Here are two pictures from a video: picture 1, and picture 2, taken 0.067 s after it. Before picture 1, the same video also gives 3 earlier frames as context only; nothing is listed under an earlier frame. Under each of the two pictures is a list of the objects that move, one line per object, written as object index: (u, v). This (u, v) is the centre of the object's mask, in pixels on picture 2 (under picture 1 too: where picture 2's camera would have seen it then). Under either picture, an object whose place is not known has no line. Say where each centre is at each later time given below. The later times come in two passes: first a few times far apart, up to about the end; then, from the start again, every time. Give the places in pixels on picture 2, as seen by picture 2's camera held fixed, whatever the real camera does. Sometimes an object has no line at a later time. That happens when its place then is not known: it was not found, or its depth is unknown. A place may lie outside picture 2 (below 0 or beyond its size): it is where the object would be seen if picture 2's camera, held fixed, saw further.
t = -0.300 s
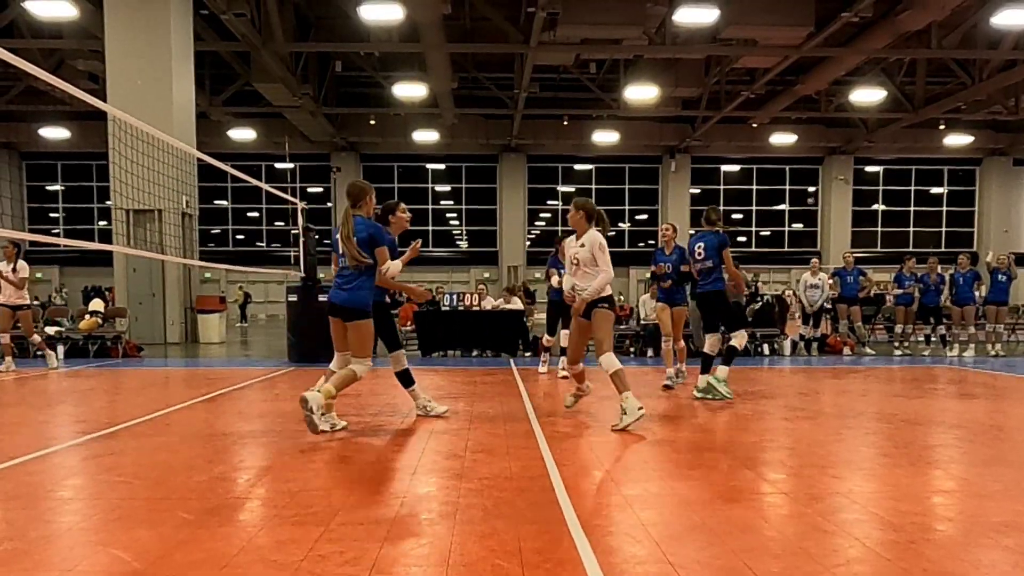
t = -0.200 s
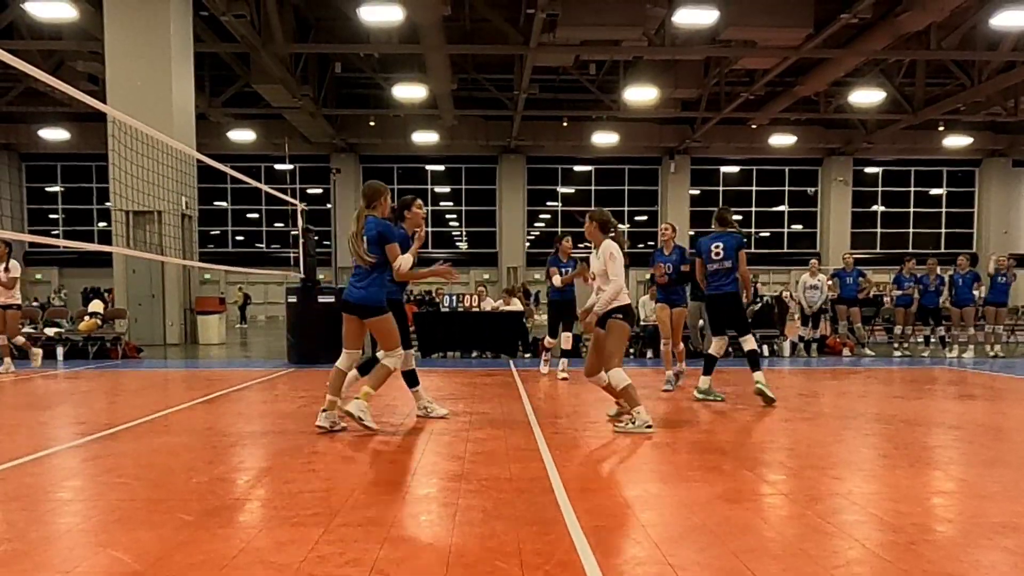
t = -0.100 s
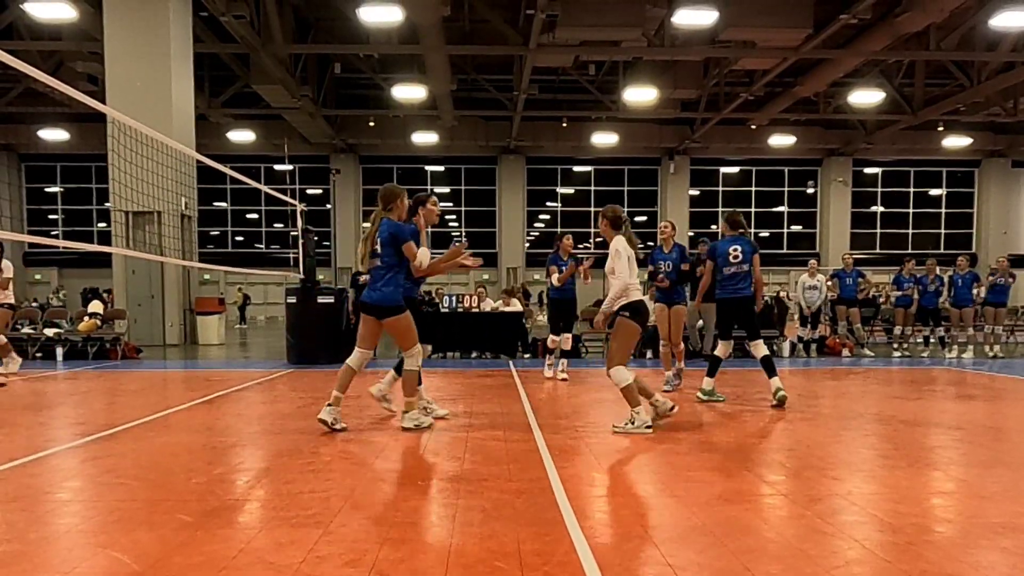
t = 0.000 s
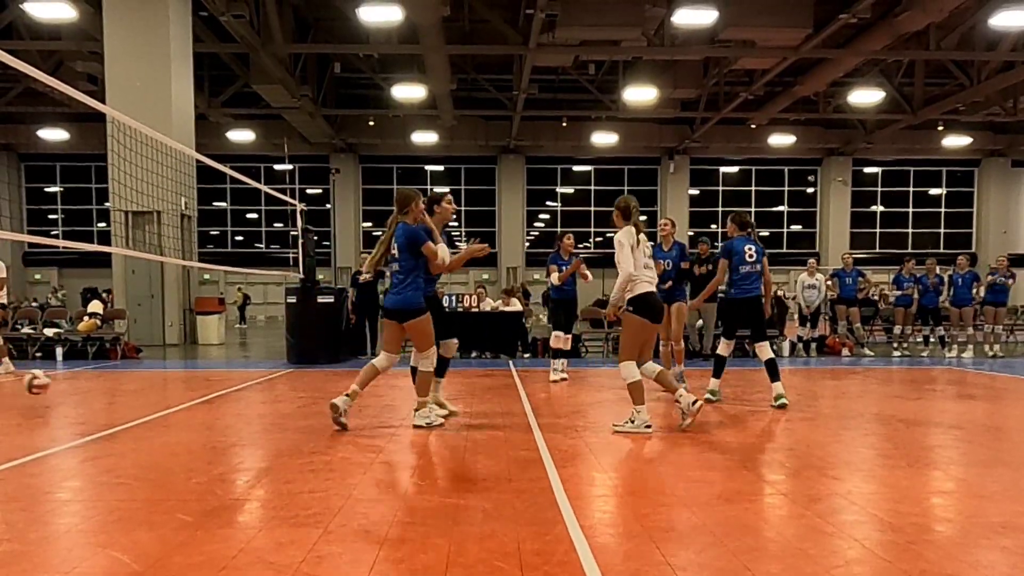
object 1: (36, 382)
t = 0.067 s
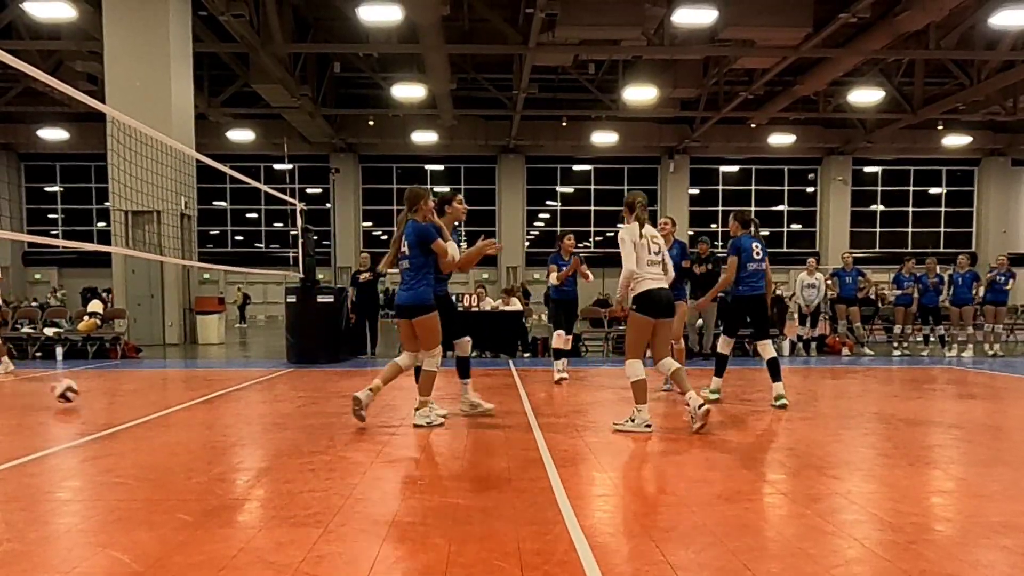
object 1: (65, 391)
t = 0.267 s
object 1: (146, 381)
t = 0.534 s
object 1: (246, 381)
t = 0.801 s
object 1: (338, 383)
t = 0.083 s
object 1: (72, 395)
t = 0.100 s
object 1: (79, 394)
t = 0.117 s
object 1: (86, 391)
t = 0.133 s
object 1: (92, 389)
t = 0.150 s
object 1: (99, 387)
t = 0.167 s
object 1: (106, 385)
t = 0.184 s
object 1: (112, 383)
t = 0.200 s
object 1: (119, 382)
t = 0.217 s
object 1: (126, 382)
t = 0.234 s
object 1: (133, 381)
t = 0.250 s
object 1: (140, 381)
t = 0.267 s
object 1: (146, 381)
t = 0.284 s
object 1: (152, 382)
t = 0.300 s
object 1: (159, 383)
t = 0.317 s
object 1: (166, 384)
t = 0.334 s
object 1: (171, 385)
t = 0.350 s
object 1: (178, 386)
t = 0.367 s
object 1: (185, 388)
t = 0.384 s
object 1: (192, 391)
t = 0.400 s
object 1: (197, 391)
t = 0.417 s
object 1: (203, 390)
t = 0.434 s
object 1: (209, 387)
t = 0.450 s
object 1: (215, 385)
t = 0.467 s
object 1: (221, 384)
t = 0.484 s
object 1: (229, 383)
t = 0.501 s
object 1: (233, 382)
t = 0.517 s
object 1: (240, 381)
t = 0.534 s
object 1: (246, 381)
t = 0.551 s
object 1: (253, 382)
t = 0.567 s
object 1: (257, 382)
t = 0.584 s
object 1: (264, 383)
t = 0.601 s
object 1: (269, 384)
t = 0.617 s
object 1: (275, 386)
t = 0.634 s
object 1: (282, 387)
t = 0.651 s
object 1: (287, 389)
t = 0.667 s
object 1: (292, 388)
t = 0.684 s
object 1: (299, 386)
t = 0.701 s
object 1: (304, 385)
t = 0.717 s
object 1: (310, 384)
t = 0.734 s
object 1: (315, 383)
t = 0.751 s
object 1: (322, 383)
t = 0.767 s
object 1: (326, 383)
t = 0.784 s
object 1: (332, 383)
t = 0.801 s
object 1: (338, 383)
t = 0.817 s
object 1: (342, 384)
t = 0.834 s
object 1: (349, 386)
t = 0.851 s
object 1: (354, 387)
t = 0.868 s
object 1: (360, 387)
